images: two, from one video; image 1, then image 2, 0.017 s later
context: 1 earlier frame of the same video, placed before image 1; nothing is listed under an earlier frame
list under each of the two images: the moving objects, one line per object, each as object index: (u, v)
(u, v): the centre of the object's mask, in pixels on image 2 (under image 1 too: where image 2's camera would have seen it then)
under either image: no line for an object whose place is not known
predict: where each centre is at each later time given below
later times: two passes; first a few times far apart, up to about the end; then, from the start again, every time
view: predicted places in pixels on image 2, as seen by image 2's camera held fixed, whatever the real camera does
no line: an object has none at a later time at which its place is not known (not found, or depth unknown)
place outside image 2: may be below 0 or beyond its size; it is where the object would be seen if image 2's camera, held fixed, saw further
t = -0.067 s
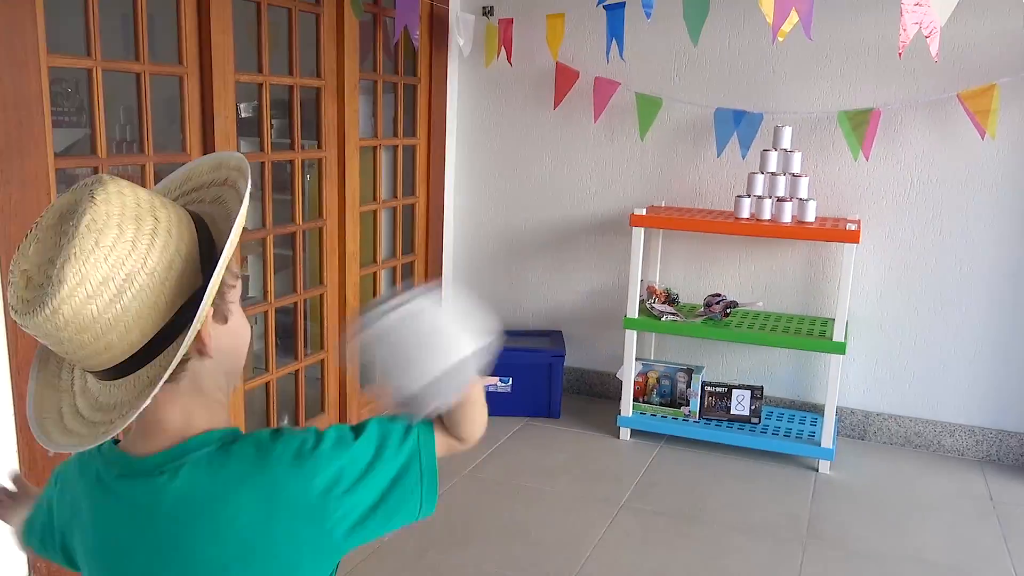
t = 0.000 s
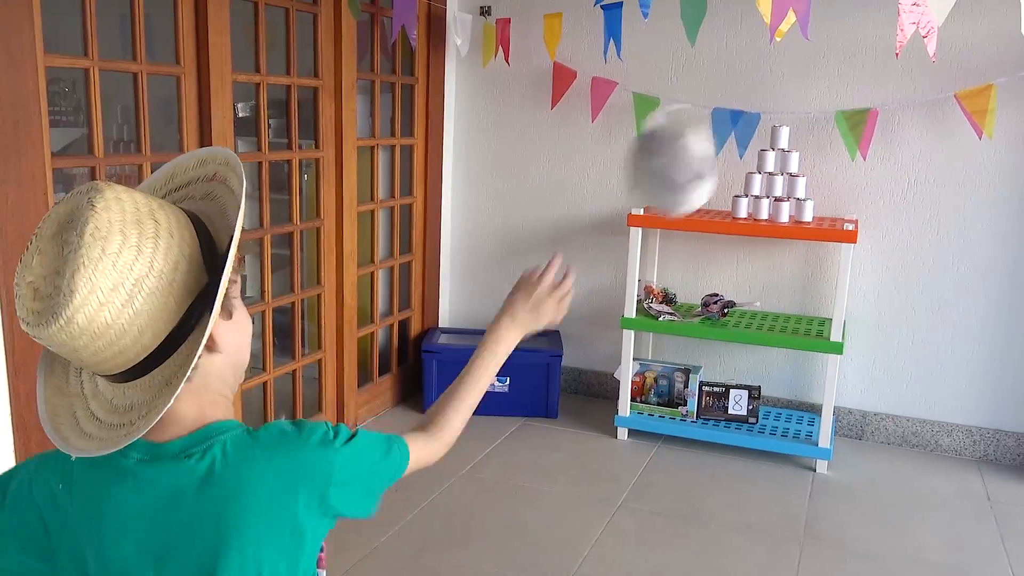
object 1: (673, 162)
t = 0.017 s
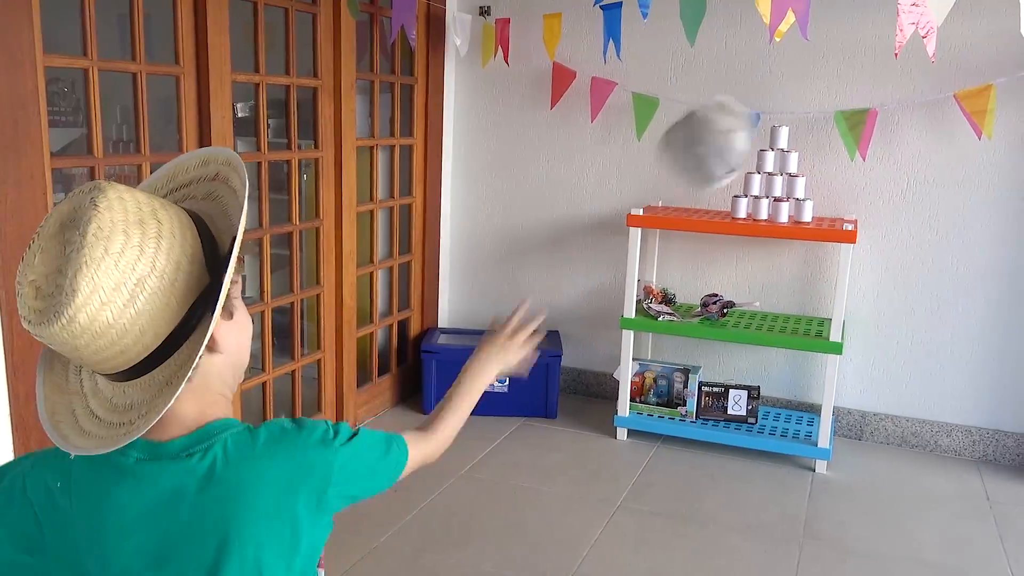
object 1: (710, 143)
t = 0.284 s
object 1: (912, 126)
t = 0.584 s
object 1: (957, 283)
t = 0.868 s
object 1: (1000, 526)
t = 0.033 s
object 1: (739, 128)
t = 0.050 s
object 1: (765, 116)
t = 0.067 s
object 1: (788, 108)
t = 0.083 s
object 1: (806, 104)
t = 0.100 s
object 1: (820, 100)
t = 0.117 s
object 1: (830, 97)
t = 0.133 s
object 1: (846, 94)
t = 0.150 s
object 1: (857, 95)
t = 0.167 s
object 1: (866, 96)
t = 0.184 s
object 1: (873, 97)
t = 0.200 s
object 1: (882, 100)
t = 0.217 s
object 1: (890, 103)
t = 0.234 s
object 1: (896, 108)
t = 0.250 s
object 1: (902, 114)
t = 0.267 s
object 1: (907, 120)
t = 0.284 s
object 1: (912, 126)
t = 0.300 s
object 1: (915, 134)
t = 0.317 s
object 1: (918, 141)
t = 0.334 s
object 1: (920, 147)
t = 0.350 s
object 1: (922, 154)
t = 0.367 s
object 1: (925, 162)
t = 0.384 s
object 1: (926, 170)
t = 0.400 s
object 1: (927, 177)
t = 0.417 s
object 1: (931, 181)
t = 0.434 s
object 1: (933, 187)
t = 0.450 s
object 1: (937, 196)
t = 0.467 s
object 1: (941, 203)
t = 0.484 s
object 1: (944, 211)
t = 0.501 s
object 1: (945, 220)
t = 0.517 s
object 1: (947, 233)
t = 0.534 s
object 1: (950, 244)
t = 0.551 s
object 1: (952, 257)
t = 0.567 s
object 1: (954, 268)
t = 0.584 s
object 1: (957, 283)
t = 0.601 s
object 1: (959, 299)
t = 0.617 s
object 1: (960, 315)
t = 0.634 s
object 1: (962, 332)
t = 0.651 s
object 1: (963, 350)
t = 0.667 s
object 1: (965, 371)
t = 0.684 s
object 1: (968, 392)
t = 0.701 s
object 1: (970, 416)
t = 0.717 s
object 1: (972, 438)
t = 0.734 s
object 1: (973, 463)
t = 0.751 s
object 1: (974, 489)
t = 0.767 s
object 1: (975, 518)
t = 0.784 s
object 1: (978, 543)
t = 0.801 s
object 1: (980, 543)
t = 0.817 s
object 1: (986, 537)
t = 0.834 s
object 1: (991, 532)
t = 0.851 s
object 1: (996, 529)
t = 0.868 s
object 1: (1000, 526)
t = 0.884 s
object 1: (1005, 524)
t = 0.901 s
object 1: (1008, 523)
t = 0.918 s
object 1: (1010, 521)
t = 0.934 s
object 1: (1012, 520)
